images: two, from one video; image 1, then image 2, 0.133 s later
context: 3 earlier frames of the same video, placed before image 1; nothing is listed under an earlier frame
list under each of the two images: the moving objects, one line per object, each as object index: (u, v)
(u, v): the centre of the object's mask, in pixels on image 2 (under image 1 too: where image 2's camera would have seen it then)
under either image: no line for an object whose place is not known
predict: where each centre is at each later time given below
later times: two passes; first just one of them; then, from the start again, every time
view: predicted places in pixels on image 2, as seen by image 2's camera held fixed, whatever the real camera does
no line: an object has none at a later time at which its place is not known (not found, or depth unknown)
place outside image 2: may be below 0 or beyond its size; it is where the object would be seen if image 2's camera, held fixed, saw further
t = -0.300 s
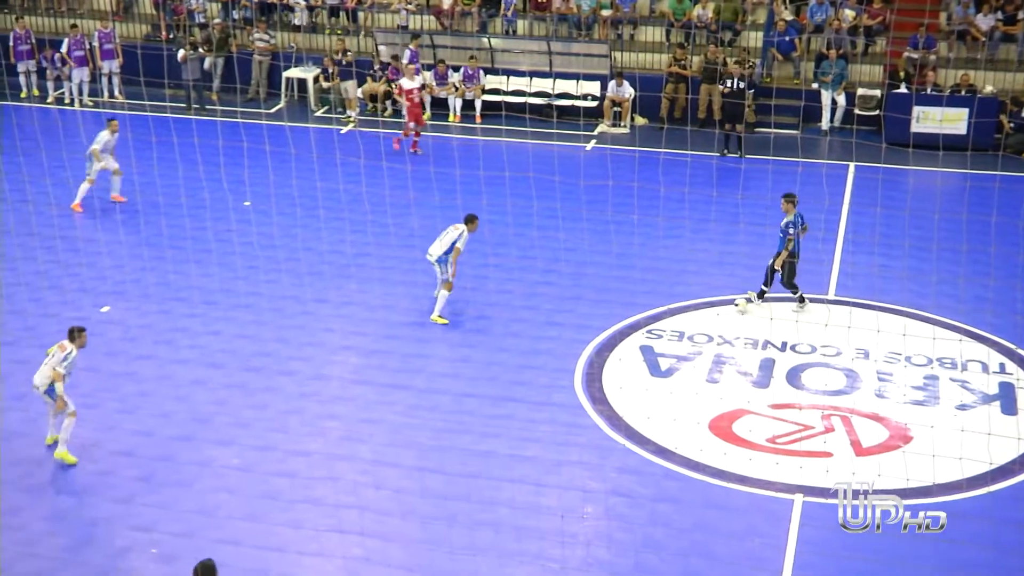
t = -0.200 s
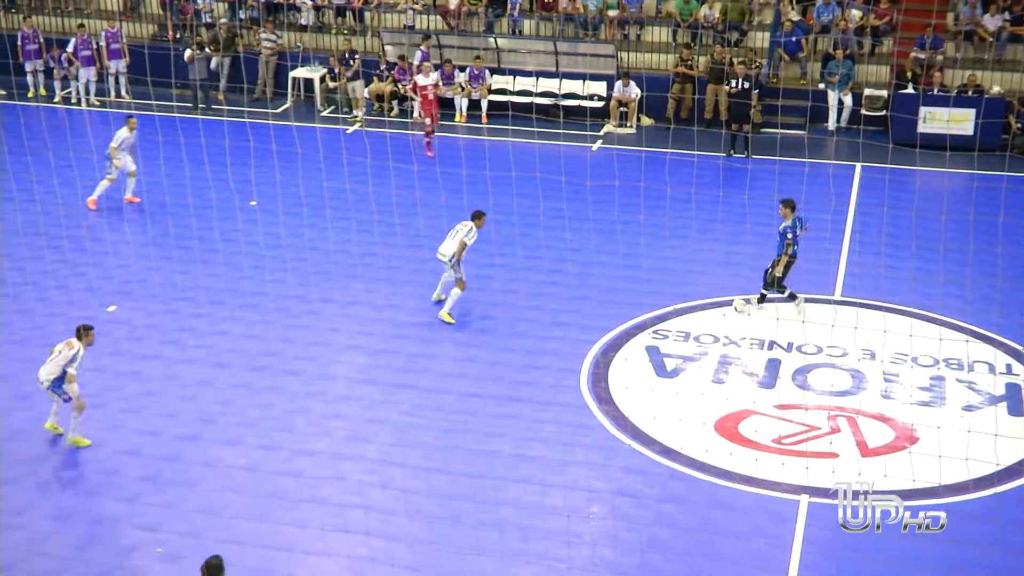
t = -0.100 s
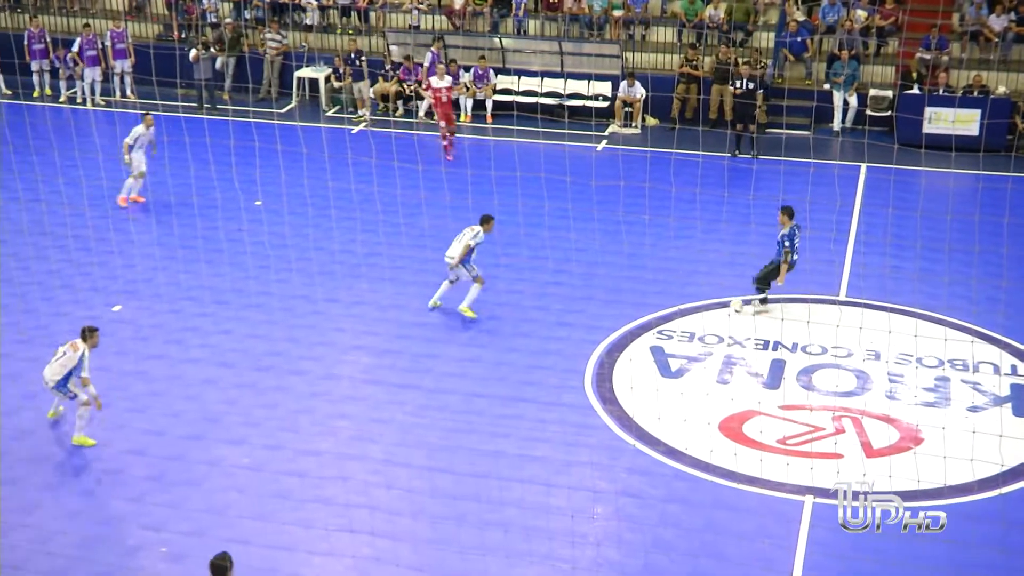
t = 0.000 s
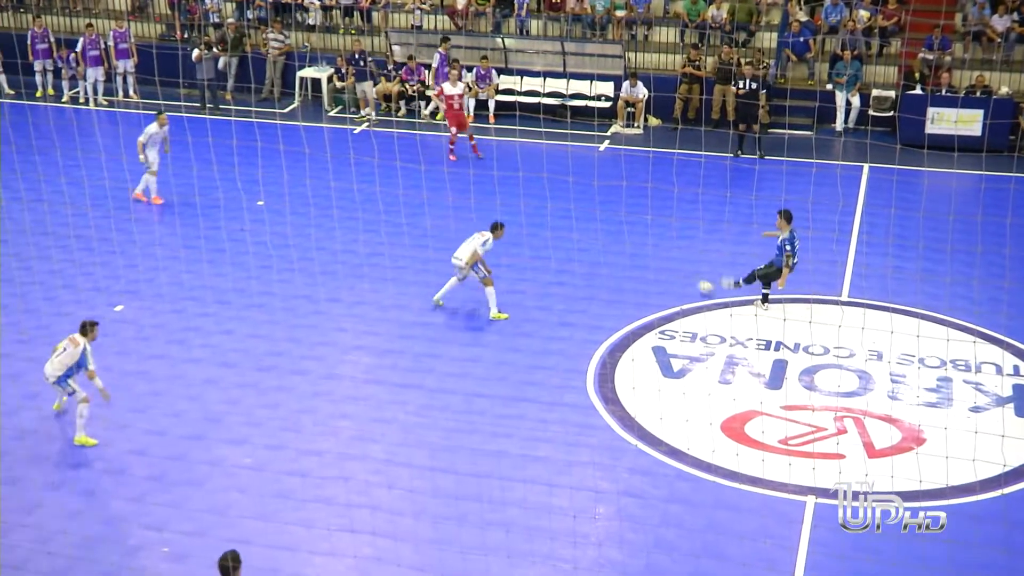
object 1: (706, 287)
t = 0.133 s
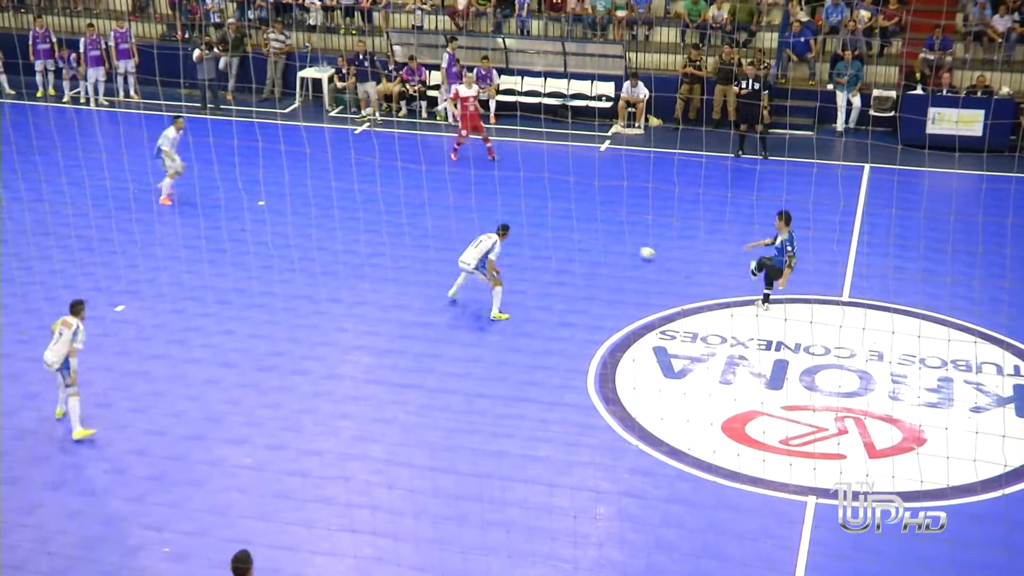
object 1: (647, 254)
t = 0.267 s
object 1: (599, 225)
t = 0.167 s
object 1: (634, 246)
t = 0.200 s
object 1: (622, 239)
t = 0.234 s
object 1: (610, 231)
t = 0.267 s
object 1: (599, 225)
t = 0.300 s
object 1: (589, 219)
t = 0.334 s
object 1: (578, 213)
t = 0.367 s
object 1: (567, 207)
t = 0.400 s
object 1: (558, 201)
